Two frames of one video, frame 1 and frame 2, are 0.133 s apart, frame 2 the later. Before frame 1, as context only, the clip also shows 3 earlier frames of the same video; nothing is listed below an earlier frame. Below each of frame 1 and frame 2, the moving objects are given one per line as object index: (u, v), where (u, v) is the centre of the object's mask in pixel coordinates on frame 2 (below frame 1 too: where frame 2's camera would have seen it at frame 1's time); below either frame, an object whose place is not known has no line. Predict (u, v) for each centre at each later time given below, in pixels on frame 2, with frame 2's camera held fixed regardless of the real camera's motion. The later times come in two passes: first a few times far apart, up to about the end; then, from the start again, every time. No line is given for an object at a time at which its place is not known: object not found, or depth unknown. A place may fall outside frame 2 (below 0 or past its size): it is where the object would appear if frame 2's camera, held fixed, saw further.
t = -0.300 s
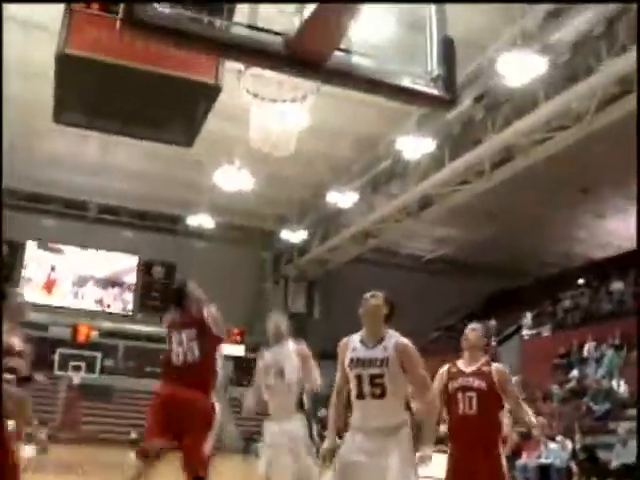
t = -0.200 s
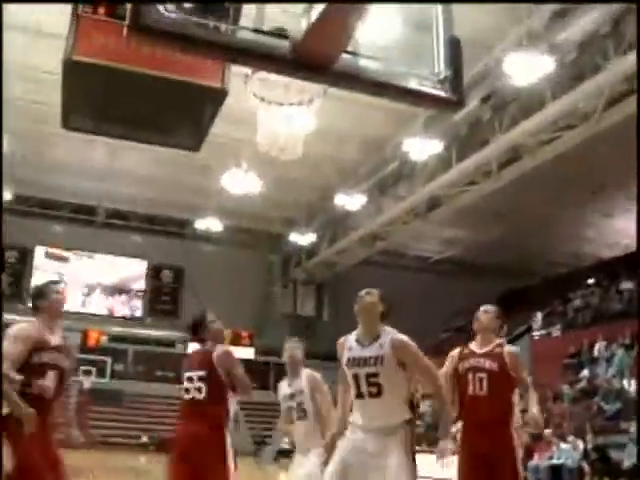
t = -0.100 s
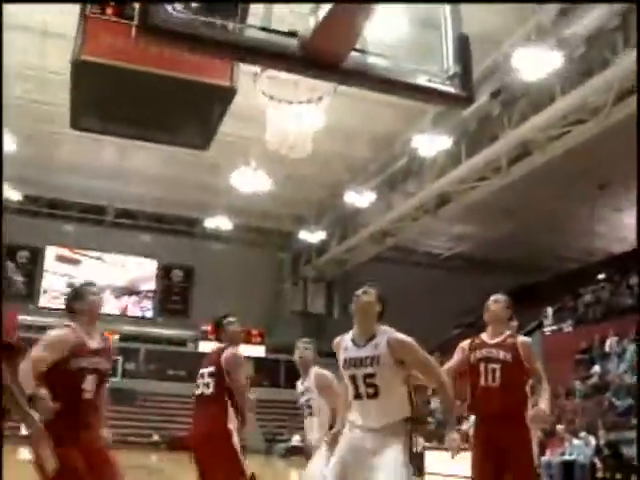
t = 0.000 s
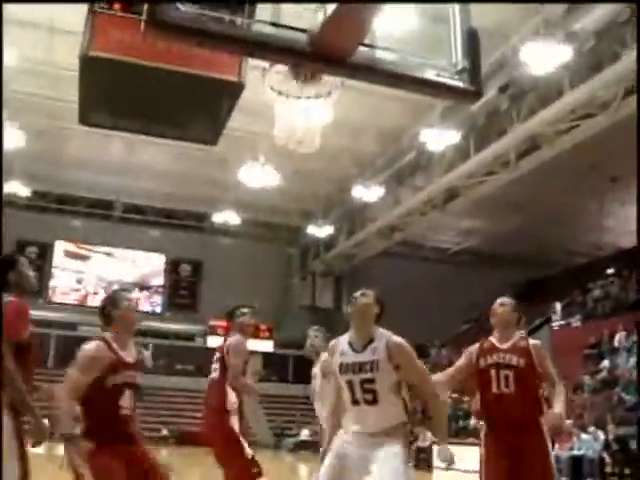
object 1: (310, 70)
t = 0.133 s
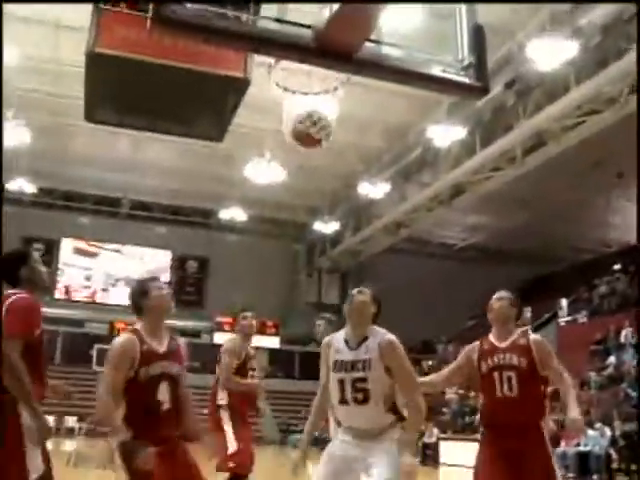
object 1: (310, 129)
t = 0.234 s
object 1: (307, 131)
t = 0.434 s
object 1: (298, 145)
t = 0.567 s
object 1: (291, 205)
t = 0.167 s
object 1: (309, 131)
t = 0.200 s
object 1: (308, 132)
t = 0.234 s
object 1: (307, 131)
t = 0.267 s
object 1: (304, 132)
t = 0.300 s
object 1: (303, 134)
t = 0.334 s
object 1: (302, 136)
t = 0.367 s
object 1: (300, 139)
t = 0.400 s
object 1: (300, 140)
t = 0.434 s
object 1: (298, 145)
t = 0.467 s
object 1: (298, 150)
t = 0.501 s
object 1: (294, 174)
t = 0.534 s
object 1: (292, 188)
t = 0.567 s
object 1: (291, 205)
